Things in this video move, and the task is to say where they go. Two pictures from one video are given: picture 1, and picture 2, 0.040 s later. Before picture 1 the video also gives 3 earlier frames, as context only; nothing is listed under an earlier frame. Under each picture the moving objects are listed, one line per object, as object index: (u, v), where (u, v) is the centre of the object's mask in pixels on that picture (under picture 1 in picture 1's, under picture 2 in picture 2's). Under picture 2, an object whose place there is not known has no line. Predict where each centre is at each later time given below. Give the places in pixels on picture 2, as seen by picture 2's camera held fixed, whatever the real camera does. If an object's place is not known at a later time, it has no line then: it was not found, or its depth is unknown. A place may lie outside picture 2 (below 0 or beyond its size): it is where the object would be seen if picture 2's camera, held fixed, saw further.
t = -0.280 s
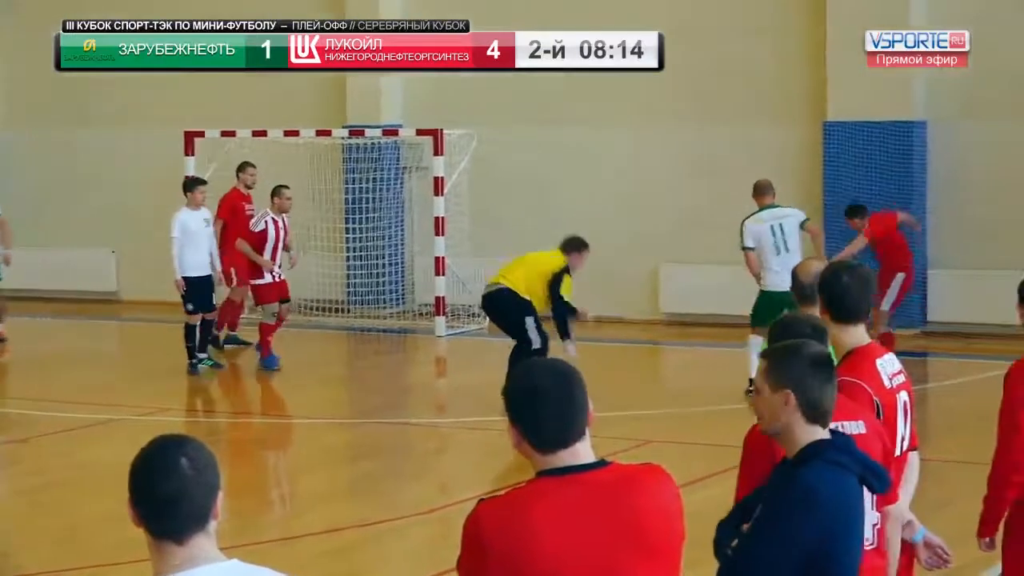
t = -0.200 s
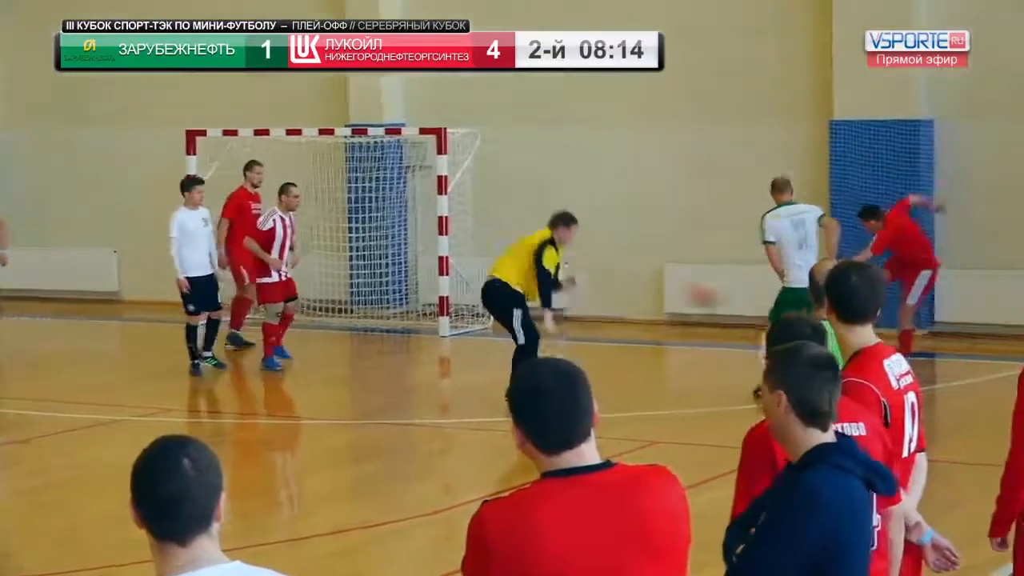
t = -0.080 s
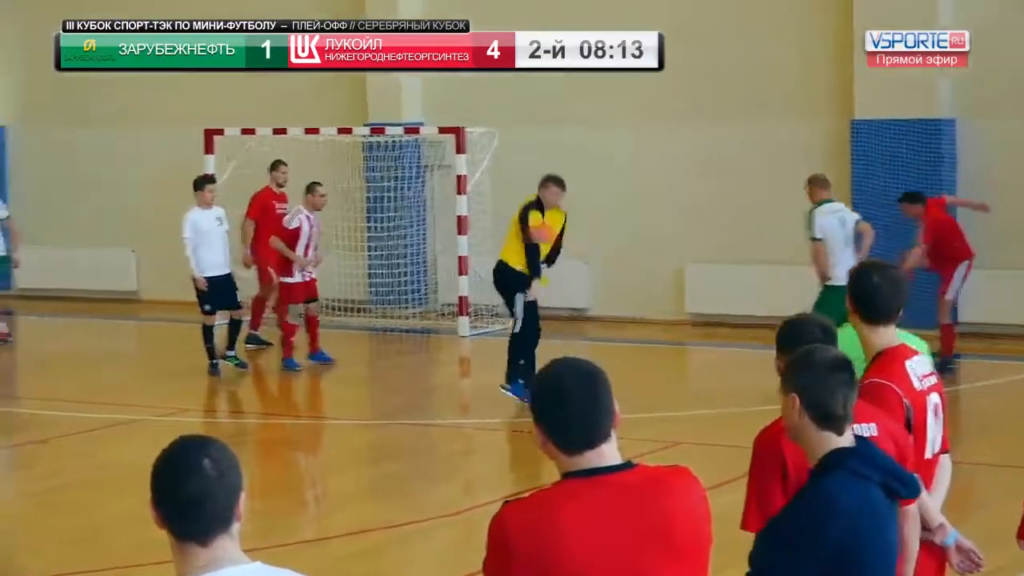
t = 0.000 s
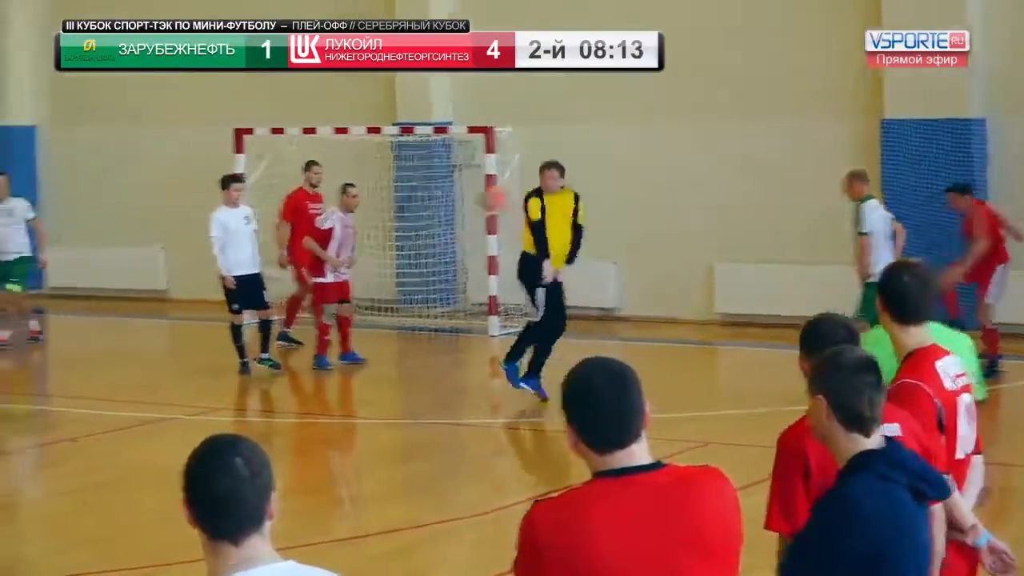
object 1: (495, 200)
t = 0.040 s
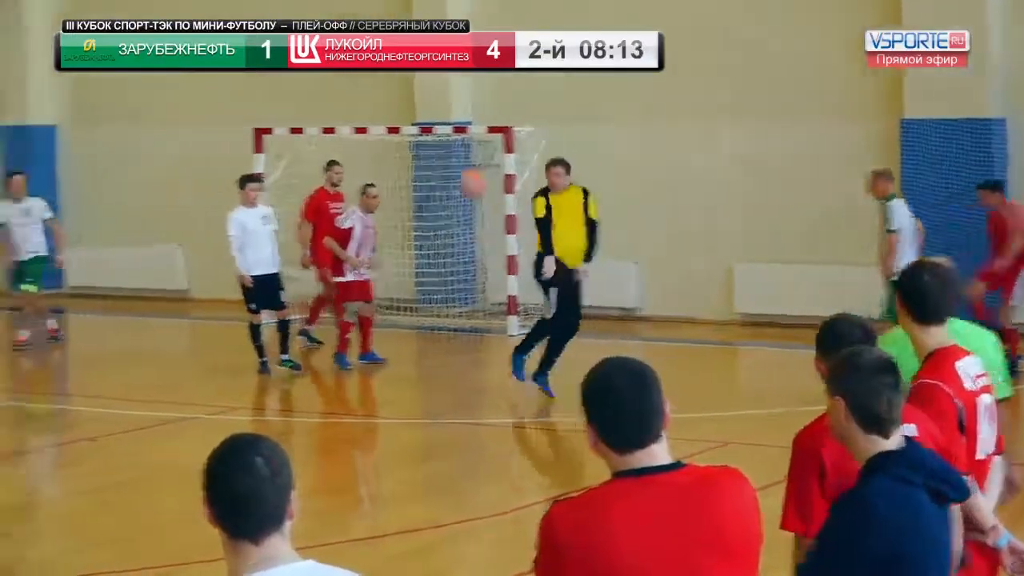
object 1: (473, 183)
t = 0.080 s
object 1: (434, 170)
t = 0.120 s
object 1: (393, 158)
